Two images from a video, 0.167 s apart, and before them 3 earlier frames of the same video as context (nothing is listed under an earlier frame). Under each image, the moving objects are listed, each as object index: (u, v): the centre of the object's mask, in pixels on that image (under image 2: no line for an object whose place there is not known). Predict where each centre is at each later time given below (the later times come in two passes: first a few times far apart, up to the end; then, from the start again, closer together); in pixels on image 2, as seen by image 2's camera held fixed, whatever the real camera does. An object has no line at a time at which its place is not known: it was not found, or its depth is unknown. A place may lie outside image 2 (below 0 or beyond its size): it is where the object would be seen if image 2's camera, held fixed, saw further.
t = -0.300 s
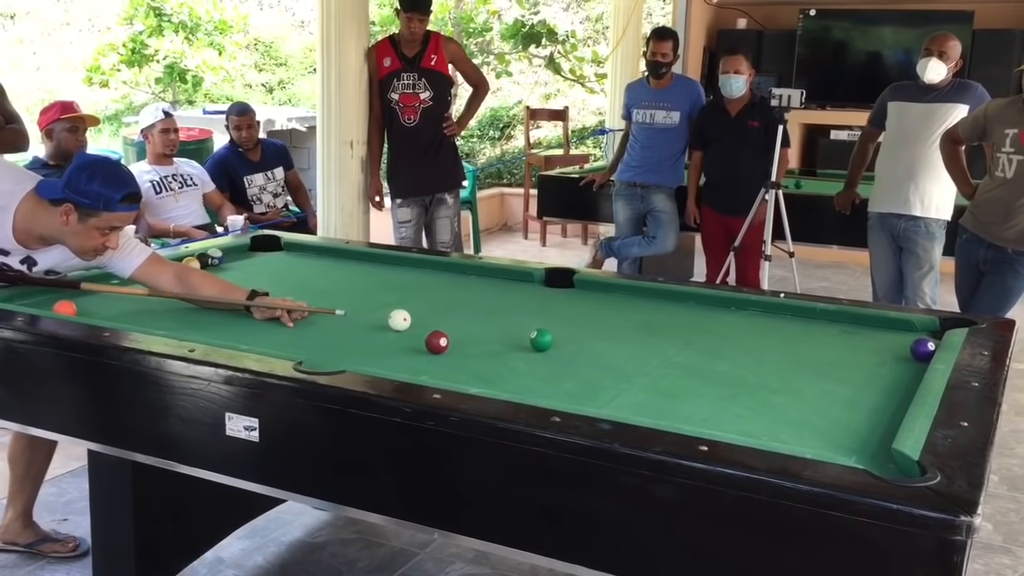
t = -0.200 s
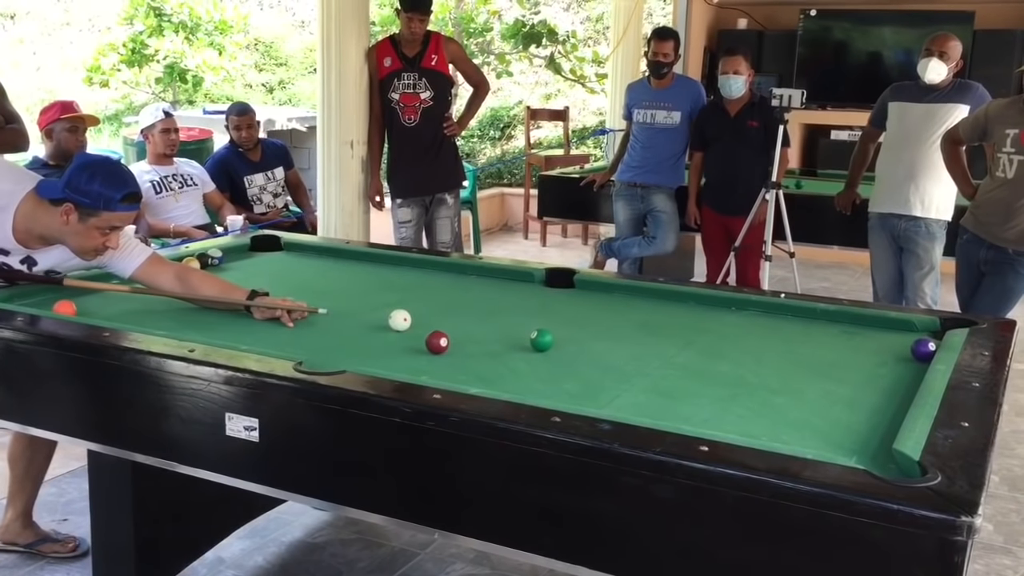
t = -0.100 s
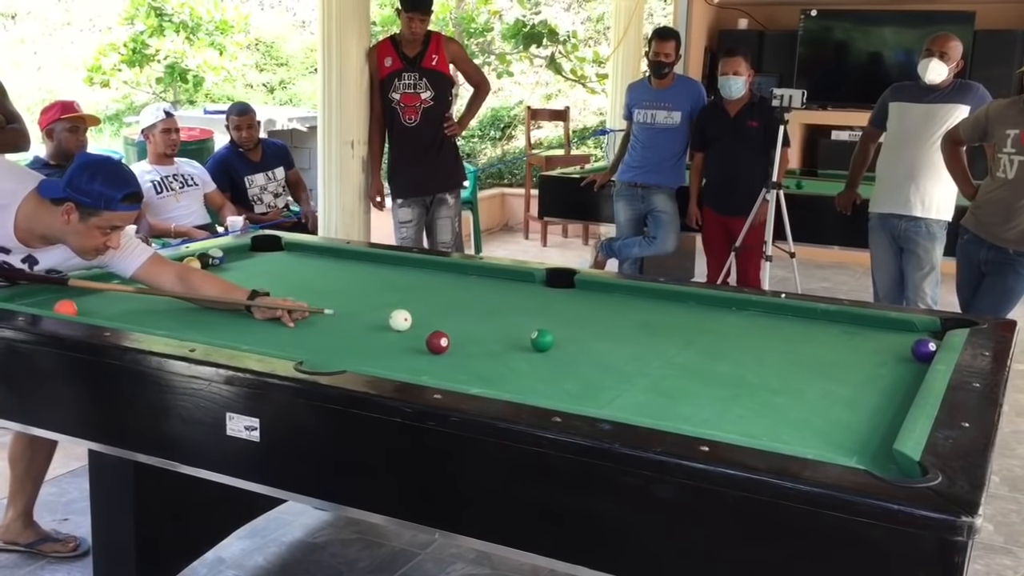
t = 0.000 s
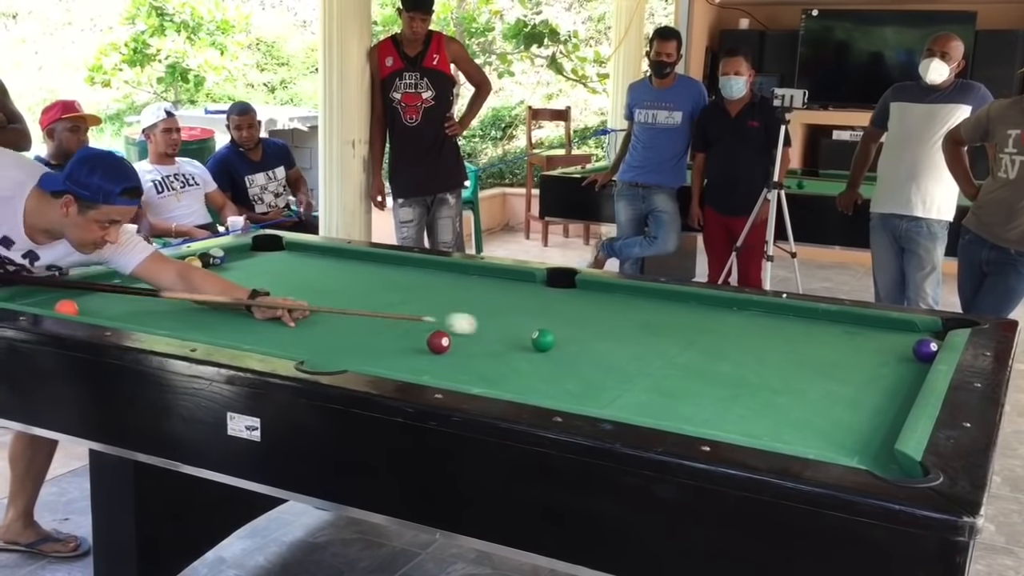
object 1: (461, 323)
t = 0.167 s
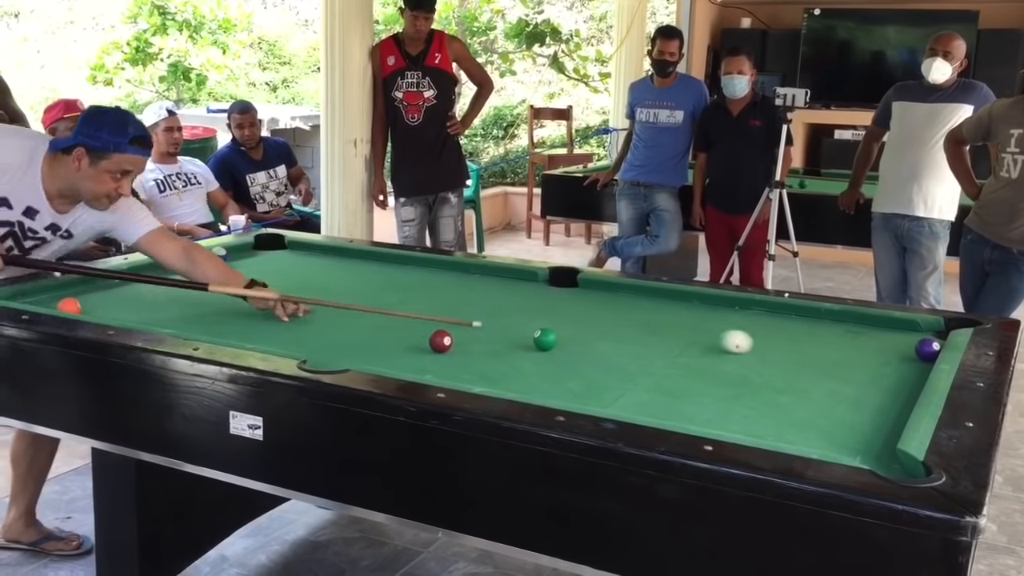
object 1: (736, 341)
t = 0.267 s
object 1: (895, 352)
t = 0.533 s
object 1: (759, 323)
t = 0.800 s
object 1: (650, 296)
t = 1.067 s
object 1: (557, 281)
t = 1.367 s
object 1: (457, 274)
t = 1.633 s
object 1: (374, 268)
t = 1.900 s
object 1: (296, 262)
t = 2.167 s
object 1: (224, 258)
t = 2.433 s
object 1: (212, 261)
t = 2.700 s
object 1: (211, 263)
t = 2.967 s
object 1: (212, 265)
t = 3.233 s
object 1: (212, 267)
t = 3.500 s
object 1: (211, 267)
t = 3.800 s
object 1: (211, 267)
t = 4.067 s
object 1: (211, 267)
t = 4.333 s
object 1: (211, 267)
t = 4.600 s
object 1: (211, 266)
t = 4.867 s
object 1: (211, 267)
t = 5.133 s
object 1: (210, 267)
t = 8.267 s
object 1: (211, 267)
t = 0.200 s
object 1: (790, 345)
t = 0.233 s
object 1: (842, 349)
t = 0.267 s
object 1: (895, 352)
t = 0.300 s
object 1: (922, 354)
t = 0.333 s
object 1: (893, 349)
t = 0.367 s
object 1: (865, 345)
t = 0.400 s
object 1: (840, 340)
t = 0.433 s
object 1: (817, 336)
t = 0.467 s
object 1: (796, 331)
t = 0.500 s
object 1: (777, 327)
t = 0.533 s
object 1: (759, 323)
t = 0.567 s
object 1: (745, 320)
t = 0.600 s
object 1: (730, 316)
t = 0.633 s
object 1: (715, 312)
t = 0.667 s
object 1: (701, 309)
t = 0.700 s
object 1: (688, 305)
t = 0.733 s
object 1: (675, 302)
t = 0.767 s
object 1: (663, 299)
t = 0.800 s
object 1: (650, 296)
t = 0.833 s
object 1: (638, 293)
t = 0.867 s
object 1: (626, 290)
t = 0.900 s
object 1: (615, 288)
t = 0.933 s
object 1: (604, 285)
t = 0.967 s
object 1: (592, 284)
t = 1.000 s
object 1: (580, 283)
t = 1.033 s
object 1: (569, 282)
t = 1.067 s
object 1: (557, 281)
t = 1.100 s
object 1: (546, 280)
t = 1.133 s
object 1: (534, 279)
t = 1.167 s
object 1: (523, 279)
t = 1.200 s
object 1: (512, 278)
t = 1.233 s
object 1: (501, 277)
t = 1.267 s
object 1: (490, 276)
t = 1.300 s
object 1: (479, 275)
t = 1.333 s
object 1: (468, 275)
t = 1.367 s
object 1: (457, 274)
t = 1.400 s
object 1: (447, 273)
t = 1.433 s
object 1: (436, 272)
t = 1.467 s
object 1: (426, 272)
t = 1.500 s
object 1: (415, 271)
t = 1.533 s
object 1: (405, 270)
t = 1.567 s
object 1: (395, 269)
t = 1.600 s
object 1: (384, 268)
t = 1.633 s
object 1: (374, 268)
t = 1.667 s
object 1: (364, 267)
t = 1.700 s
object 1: (354, 266)
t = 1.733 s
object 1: (344, 266)
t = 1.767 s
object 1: (335, 265)
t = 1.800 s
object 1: (324, 264)
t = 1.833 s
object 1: (315, 263)
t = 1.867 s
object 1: (305, 263)
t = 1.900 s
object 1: (296, 262)
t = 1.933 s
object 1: (286, 262)
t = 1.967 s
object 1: (277, 261)
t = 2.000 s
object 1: (268, 260)
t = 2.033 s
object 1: (258, 260)
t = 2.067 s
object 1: (248, 259)
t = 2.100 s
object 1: (238, 258)
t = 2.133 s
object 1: (230, 258)
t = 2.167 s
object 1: (224, 258)
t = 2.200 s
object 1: (223, 257)
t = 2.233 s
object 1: (221, 258)
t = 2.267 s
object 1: (221, 258)
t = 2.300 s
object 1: (218, 260)
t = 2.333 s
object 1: (216, 260)
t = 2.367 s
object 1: (215, 261)
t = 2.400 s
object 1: (213, 261)
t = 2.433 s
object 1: (212, 261)
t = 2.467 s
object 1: (211, 262)
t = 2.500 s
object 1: (211, 262)
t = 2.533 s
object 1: (211, 262)
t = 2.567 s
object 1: (212, 263)
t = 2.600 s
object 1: (211, 263)
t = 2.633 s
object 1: (212, 263)
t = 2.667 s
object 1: (212, 263)
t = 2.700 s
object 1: (211, 263)
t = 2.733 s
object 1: (212, 264)
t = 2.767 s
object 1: (212, 264)
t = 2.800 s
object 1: (212, 264)
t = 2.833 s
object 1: (212, 264)
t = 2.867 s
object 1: (212, 265)
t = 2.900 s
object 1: (212, 265)
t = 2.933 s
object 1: (212, 265)
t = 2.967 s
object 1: (212, 265)
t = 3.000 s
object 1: (212, 265)
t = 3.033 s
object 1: (212, 266)
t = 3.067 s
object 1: (212, 266)
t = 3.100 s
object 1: (212, 266)
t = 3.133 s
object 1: (212, 266)
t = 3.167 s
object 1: (212, 266)
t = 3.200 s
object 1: (212, 266)
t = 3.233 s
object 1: (212, 267)
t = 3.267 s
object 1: (212, 267)
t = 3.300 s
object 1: (212, 267)
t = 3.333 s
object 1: (211, 267)
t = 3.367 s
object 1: (211, 267)
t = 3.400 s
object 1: (211, 267)
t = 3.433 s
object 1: (211, 267)
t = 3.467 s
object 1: (212, 267)
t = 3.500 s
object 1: (211, 267)
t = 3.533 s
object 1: (211, 268)
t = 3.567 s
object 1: (211, 267)
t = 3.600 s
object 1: (211, 267)
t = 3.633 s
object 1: (211, 268)
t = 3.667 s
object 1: (211, 267)
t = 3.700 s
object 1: (211, 267)
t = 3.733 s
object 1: (211, 267)
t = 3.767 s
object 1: (211, 267)
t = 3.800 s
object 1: (211, 267)
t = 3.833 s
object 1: (211, 267)
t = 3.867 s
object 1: (211, 267)
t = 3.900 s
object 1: (211, 267)
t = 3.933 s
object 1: (211, 267)
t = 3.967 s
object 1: (211, 267)
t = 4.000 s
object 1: (211, 267)
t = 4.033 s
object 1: (211, 267)
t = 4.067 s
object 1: (211, 267)
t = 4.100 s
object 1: (211, 267)
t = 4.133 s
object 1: (211, 267)
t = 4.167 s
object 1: (211, 267)
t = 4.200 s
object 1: (210, 267)
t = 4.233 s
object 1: (210, 267)
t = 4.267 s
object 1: (210, 267)
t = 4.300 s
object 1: (210, 267)
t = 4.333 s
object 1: (211, 267)
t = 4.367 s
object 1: (210, 267)
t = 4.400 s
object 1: (210, 267)
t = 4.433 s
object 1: (210, 267)
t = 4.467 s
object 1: (210, 266)
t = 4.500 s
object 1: (210, 266)
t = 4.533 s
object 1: (211, 266)
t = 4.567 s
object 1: (211, 266)
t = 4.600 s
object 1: (211, 266)
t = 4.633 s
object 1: (211, 267)
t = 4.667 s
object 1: (211, 267)
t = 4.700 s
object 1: (211, 266)
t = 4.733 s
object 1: (211, 267)
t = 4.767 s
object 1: (211, 267)
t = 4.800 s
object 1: (211, 267)
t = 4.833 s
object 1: (211, 267)
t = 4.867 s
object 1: (211, 267)
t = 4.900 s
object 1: (211, 267)
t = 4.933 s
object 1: (211, 267)
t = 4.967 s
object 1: (211, 267)
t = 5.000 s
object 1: (211, 266)
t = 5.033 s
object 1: (211, 266)
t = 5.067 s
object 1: (211, 266)
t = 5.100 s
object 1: (210, 266)
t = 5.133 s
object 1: (210, 267)
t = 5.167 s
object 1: (211, 266)
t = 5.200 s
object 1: (210, 266)
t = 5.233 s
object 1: (210, 266)
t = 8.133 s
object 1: (211, 267)
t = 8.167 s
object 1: (211, 266)
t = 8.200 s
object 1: (211, 266)
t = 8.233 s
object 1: (211, 267)
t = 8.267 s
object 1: (211, 267)
